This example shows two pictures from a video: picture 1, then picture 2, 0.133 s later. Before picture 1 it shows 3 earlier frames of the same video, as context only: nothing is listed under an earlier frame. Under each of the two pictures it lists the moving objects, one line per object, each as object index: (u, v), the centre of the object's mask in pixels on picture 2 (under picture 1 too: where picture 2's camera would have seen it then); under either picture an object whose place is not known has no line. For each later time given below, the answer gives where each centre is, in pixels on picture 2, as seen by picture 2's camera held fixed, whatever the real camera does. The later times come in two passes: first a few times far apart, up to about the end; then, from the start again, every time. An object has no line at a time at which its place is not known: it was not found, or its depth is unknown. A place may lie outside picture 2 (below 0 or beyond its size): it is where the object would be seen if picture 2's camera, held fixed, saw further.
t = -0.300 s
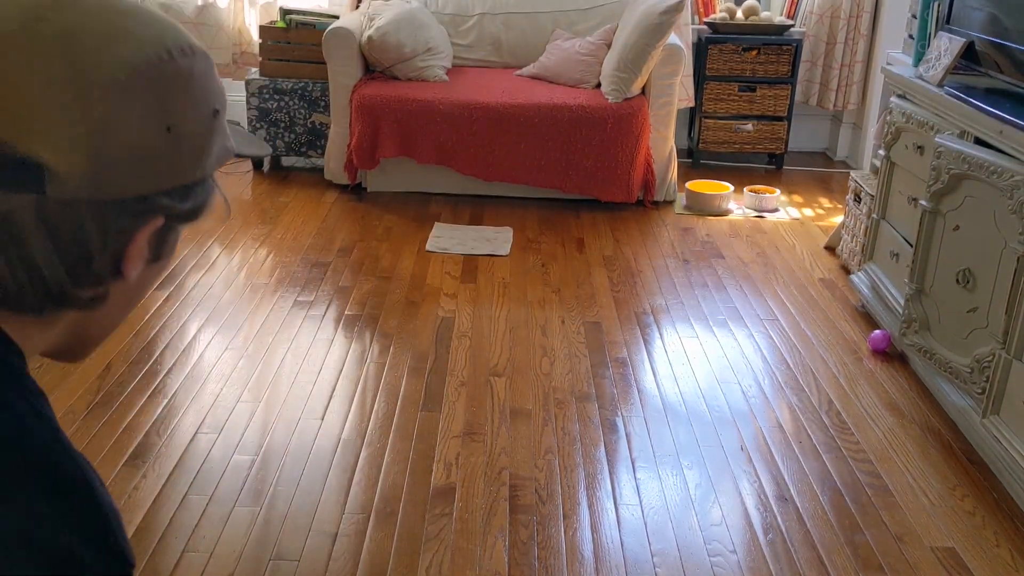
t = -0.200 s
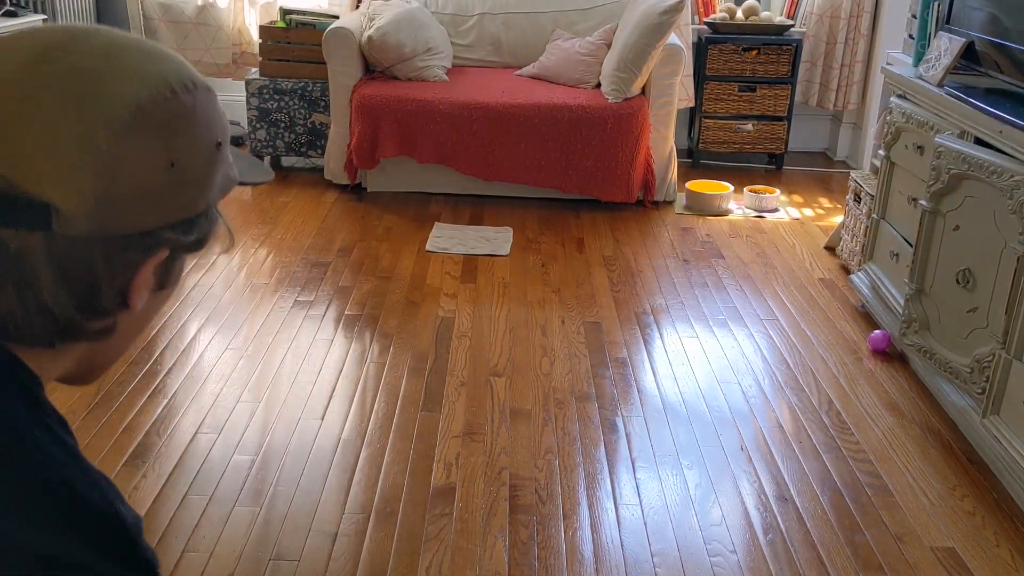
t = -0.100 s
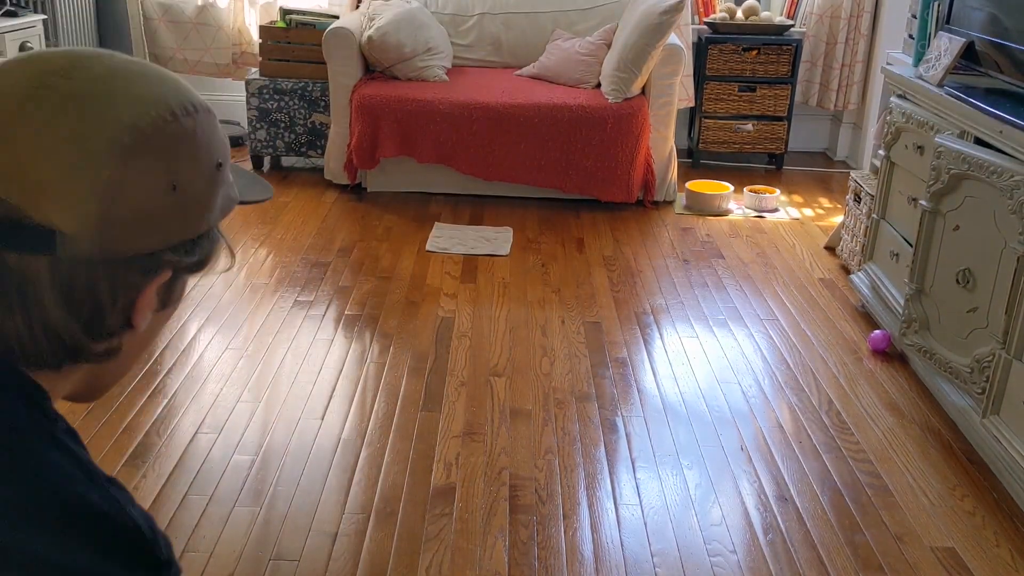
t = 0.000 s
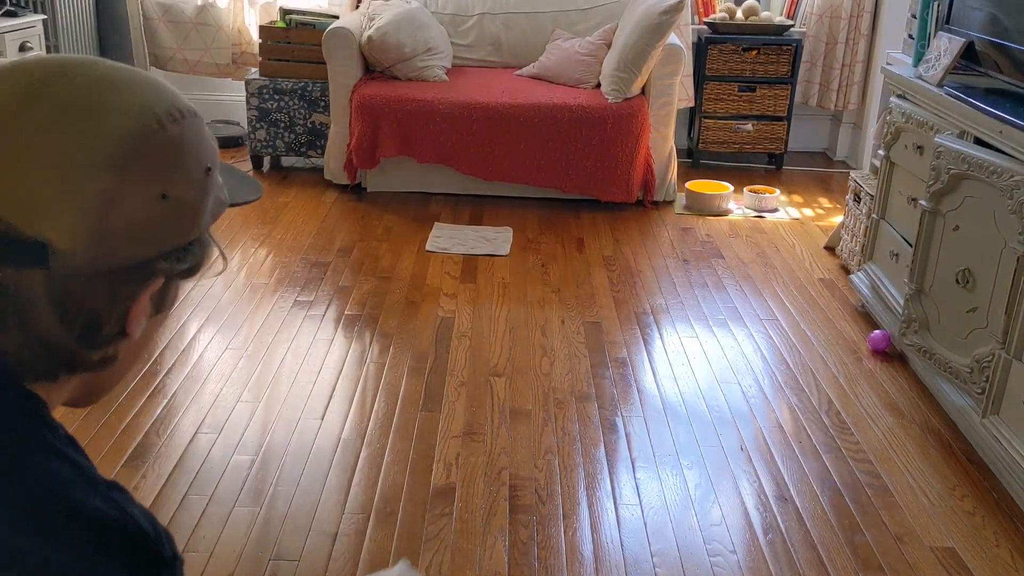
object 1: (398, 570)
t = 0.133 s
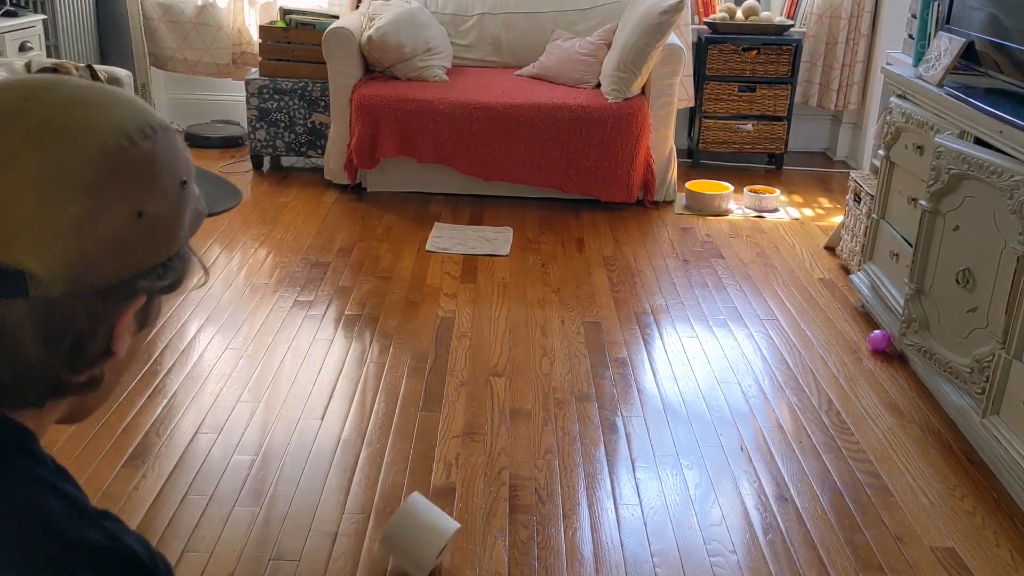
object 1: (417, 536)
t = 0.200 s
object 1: (429, 498)
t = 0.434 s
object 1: (450, 416)
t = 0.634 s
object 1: (457, 369)
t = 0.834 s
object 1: (459, 340)
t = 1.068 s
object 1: (460, 310)
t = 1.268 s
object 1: (459, 290)
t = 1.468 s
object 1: (458, 274)
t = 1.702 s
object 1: (458, 259)
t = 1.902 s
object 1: (457, 246)
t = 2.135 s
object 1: (455, 236)
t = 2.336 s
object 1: (457, 234)
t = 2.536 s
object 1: (457, 234)
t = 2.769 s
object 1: (457, 234)
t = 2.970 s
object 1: (457, 234)
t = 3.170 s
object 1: (457, 234)
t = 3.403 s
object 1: (457, 234)
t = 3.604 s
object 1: (457, 234)
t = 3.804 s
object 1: (457, 234)
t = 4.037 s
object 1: (457, 234)
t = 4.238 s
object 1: (457, 234)
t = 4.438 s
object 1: (457, 234)
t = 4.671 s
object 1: (457, 231)
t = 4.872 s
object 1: (457, 234)
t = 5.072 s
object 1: (456, 232)
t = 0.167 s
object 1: (423, 522)
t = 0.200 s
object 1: (429, 498)
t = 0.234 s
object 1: (432, 473)
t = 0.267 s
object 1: (437, 457)
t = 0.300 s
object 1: (444, 445)
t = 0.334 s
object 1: (447, 440)
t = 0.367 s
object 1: (451, 438)
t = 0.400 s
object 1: (449, 430)
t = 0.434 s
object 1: (450, 416)
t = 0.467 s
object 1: (452, 401)
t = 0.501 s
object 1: (452, 392)
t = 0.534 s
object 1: (454, 386)
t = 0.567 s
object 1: (455, 384)
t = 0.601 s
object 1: (456, 377)
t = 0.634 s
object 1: (457, 369)
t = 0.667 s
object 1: (458, 364)
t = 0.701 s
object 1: (459, 361)
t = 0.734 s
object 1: (458, 358)
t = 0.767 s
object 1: (458, 351)
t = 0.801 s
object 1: (459, 344)
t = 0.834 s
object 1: (459, 340)
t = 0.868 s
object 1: (459, 334)
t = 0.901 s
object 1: (459, 329)
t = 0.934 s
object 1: (460, 326)
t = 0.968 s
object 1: (460, 322)
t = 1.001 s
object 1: (460, 318)
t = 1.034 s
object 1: (460, 314)
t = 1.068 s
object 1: (460, 310)
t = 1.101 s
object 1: (460, 307)
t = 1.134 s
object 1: (461, 305)
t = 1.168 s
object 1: (460, 301)
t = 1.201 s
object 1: (459, 296)
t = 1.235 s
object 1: (459, 294)
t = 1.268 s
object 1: (459, 290)
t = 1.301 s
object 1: (459, 287)
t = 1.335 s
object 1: (458, 283)
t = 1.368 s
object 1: (459, 281)
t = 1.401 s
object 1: (459, 280)
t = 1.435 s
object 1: (459, 276)
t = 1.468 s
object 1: (458, 274)
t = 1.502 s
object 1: (458, 272)
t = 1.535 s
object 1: (458, 270)
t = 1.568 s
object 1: (458, 267)
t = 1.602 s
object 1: (458, 265)
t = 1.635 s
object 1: (459, 264)
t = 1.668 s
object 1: (458, 262)
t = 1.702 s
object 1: (458, 259)
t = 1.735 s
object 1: (458, 257)
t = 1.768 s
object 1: (458, 253)
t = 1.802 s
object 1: (457, 251)
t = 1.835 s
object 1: (457, 249)
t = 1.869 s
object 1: (457, 247)
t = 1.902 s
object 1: (457, 246)
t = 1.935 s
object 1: (457, 245)
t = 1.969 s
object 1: (457, 244)
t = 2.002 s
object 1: (457, 242)
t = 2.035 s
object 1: (457, 240)
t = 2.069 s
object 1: (456, 238)
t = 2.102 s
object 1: (455, 237)
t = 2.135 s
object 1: (455, 236)
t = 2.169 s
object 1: (456, 236)
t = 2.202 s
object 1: (457, 235)
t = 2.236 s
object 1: (457, 235)
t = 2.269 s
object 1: (457, 235)
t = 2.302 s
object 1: (457, 234)
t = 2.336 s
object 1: (457, 234)
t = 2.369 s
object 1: (457, 234)
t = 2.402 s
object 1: (457, 234)
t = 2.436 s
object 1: (457, 234)
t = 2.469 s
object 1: (457, 234)
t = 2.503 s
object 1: (457, 234)
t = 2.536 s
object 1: (457, 234)
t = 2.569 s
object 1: (457, 234)
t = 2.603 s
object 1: (457, 234)
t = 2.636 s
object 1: (457, 234)
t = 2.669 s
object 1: (457, 234)
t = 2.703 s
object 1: (457, 234)
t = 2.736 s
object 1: (457, 234)
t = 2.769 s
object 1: (457, 234)
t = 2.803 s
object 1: (457, 234)
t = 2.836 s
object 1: (457, 234)
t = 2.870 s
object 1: (457, 234)
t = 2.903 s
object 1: (457, 234)
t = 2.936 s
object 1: (457, 234)
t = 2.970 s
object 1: (457, 234)
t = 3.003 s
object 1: (457, 234)
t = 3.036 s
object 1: (457, 234)
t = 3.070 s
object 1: (457, 234)
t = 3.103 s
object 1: (457, 234)
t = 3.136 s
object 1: (457, 234)
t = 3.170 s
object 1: (457, 234)
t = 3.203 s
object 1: (457, 234)
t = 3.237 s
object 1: (457, 234)
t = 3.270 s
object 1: (457, 234)
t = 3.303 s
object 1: (457, 234)
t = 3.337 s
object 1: (457, 234)
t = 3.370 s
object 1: (457, 234)
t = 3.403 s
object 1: (457, 234)
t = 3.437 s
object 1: (457, 234)
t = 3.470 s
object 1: (457, 234)
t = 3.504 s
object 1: (457, 234)
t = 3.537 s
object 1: (457, 234)
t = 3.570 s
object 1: (457, 234)
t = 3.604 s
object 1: (457, 234)
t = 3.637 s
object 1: (457, 234)
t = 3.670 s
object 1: (457, 234)
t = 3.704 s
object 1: (457, 234)
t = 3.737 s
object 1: (457, 234)
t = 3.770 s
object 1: (457, 234)
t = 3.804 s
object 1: (457, 234)
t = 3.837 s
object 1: (457, 234)
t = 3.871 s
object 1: (457, 234)
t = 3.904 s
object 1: (457, 234)
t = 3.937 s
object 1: (457, 234)
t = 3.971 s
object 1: (457, 234)
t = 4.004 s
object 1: (457, 234)
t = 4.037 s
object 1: (457, 234)
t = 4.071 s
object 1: (457, 234)
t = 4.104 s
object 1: (457, 234)
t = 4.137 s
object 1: (456, 234)
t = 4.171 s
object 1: (457, 234)
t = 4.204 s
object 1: (456, 234)
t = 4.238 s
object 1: (457, 234)
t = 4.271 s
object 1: (456, 234)
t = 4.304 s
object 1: (456, 234)
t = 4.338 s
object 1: (456, 234)
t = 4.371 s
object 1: (456, 234)
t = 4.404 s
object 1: (456, 234)
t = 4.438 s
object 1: (457, 234)
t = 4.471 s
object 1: (456, 234)
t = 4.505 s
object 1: (456, 234)
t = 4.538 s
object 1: (456, 234)
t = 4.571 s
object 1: (456, 234)
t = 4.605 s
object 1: (456, 233)
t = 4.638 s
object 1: (456, 234)
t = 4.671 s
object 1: (457, 231)
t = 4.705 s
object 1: (456, 233)
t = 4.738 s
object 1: (456, 234)
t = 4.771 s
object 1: (456, 233)
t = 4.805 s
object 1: (456, 234)
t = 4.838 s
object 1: (456, 234)
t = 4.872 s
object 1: (457, 234)
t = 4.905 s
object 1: (456, 234)
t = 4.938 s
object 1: (456, 233)
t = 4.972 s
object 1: (457, 234)
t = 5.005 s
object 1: (457, 233)
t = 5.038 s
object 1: (456, 233)
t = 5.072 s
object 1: (456, 232)
